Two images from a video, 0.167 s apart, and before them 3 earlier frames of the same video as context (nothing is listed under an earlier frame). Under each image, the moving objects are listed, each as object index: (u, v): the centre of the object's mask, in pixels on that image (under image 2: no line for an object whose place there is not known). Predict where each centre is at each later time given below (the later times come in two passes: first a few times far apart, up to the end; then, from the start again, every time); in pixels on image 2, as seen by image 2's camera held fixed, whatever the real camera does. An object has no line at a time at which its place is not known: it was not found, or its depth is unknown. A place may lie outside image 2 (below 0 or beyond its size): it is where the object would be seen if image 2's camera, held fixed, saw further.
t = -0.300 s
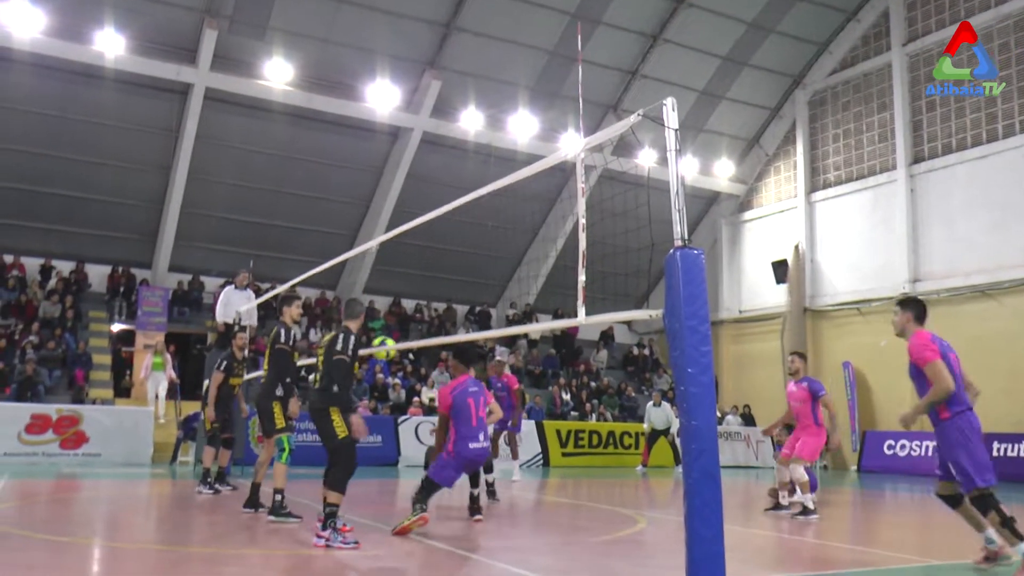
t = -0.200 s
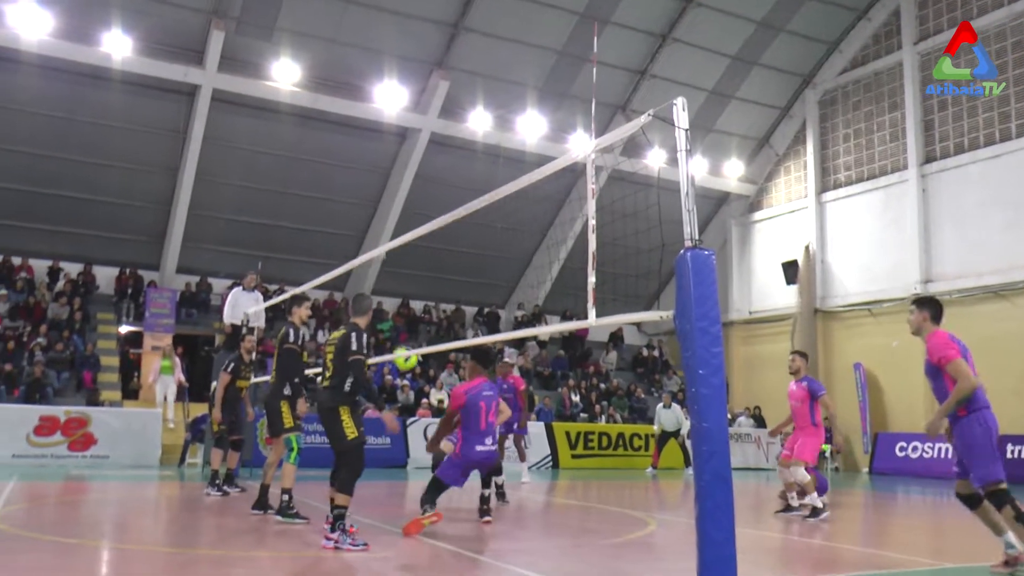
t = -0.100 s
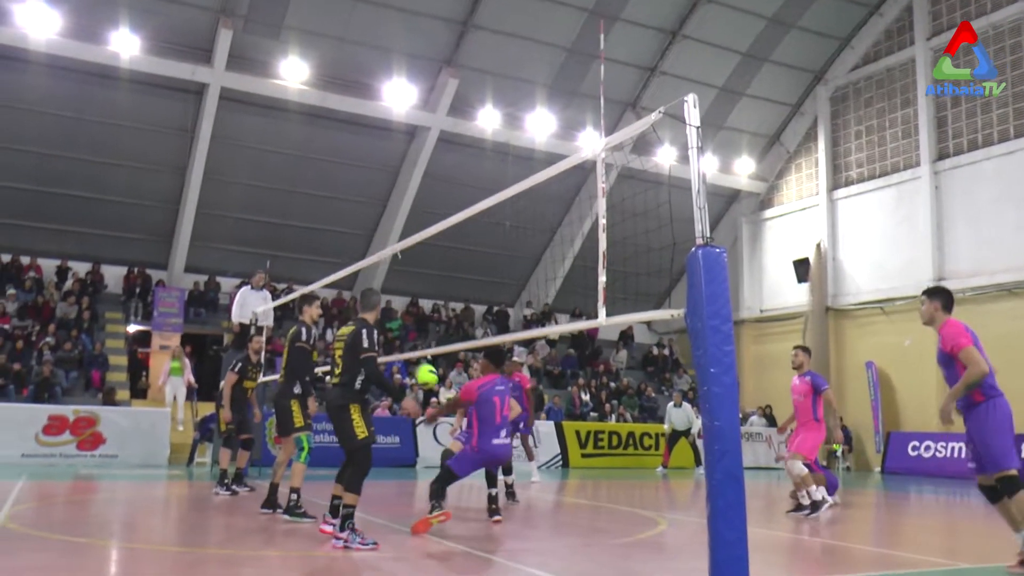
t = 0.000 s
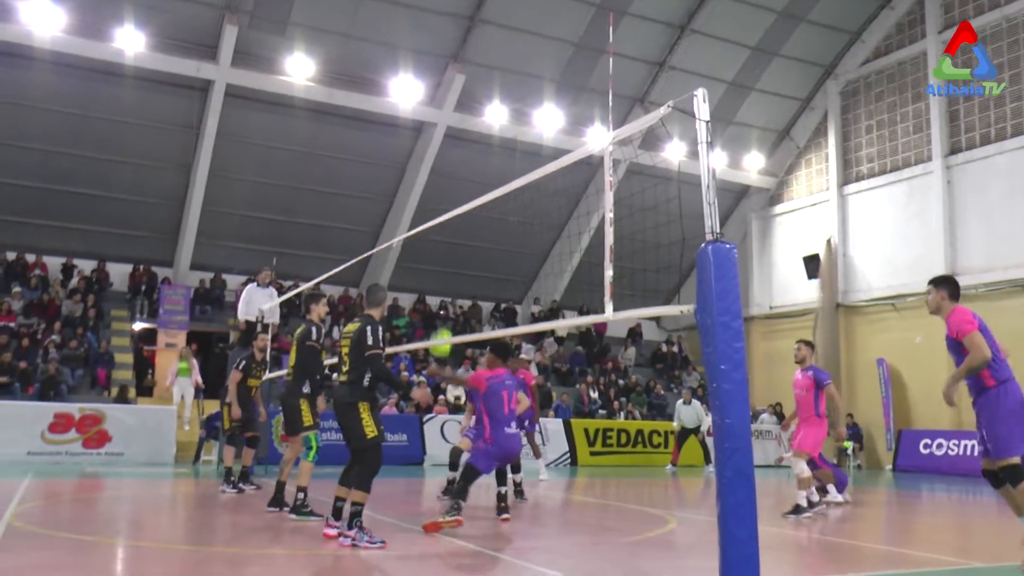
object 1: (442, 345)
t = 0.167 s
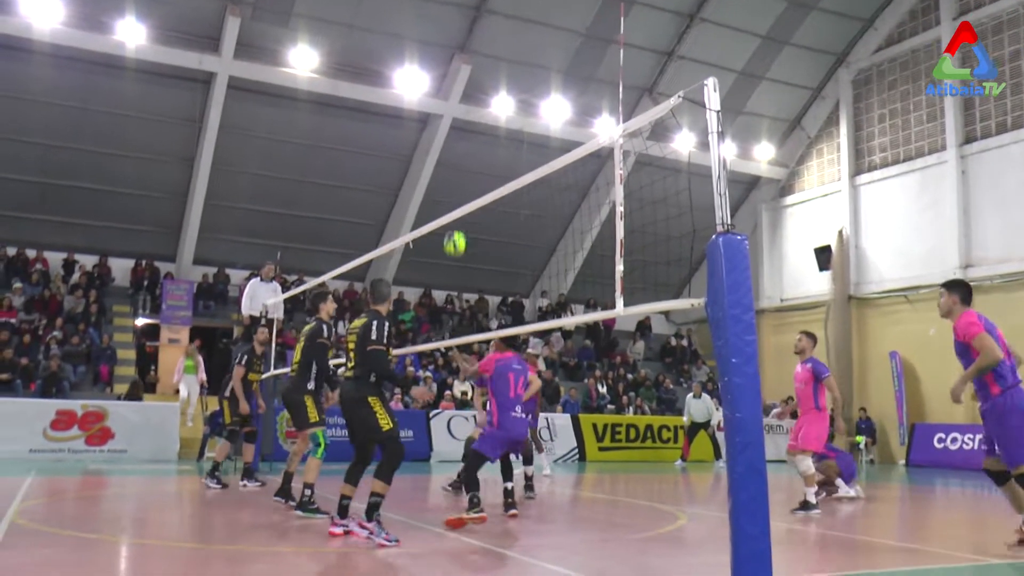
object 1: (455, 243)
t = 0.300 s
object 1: (459, 192)
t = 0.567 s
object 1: (466, 153)
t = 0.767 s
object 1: (469, 165)
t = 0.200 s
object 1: (456, 229)
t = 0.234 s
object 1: (459, 219)
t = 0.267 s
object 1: (456, 199)
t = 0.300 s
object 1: (459, 192)
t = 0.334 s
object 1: (460, 185)
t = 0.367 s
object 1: (461, 177)
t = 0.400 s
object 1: (462, 170)
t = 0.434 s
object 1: (463, 164)
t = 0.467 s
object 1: (464, 160)
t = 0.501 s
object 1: (464, 157)
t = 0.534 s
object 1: (465, 154)
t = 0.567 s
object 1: (466, 153)
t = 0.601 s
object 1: (467, 153)
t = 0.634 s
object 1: (467, 153)
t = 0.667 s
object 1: (468, 154)
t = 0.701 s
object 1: (468, 158)
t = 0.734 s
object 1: (469, 161)
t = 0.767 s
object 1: (469, 165)
